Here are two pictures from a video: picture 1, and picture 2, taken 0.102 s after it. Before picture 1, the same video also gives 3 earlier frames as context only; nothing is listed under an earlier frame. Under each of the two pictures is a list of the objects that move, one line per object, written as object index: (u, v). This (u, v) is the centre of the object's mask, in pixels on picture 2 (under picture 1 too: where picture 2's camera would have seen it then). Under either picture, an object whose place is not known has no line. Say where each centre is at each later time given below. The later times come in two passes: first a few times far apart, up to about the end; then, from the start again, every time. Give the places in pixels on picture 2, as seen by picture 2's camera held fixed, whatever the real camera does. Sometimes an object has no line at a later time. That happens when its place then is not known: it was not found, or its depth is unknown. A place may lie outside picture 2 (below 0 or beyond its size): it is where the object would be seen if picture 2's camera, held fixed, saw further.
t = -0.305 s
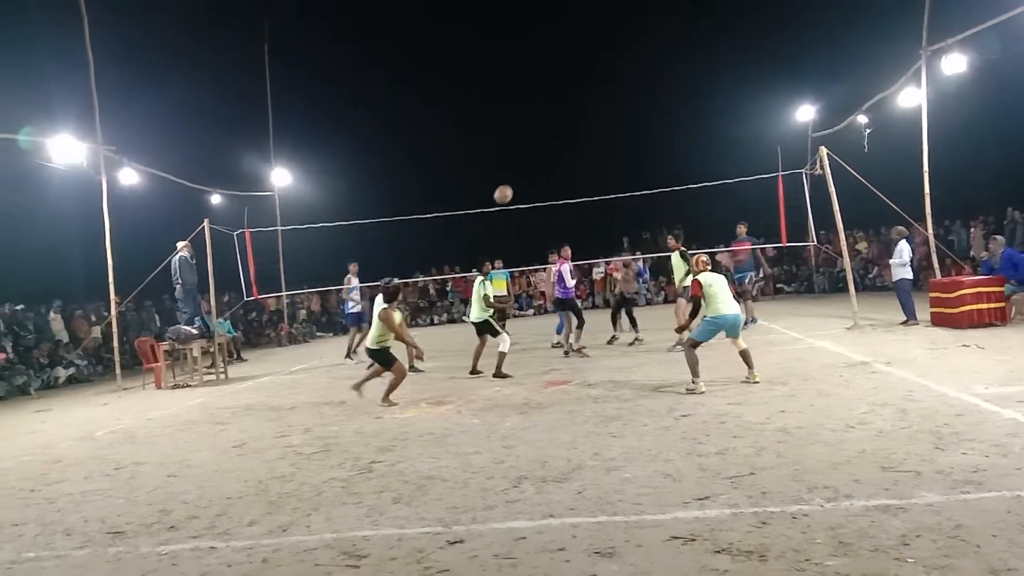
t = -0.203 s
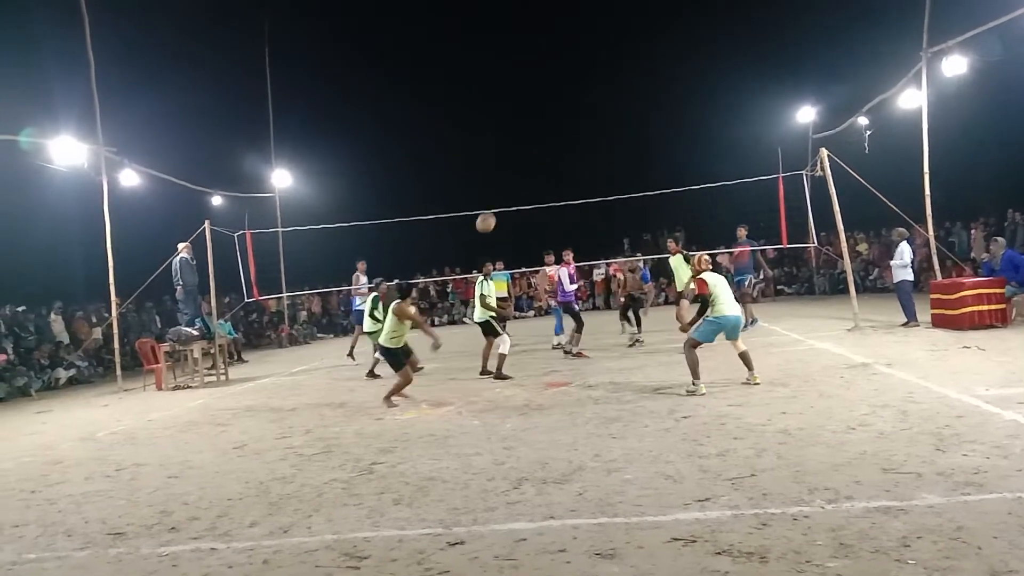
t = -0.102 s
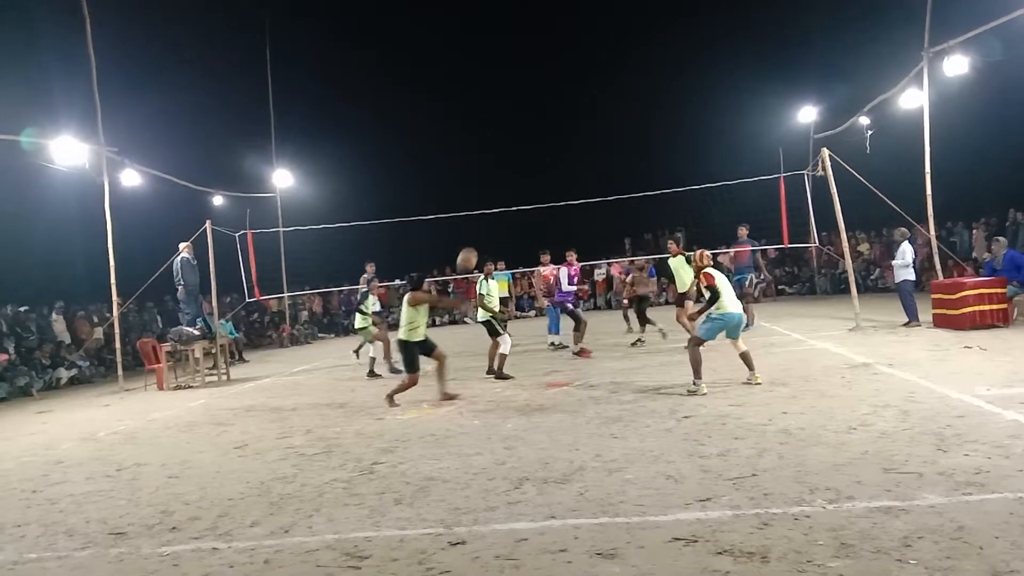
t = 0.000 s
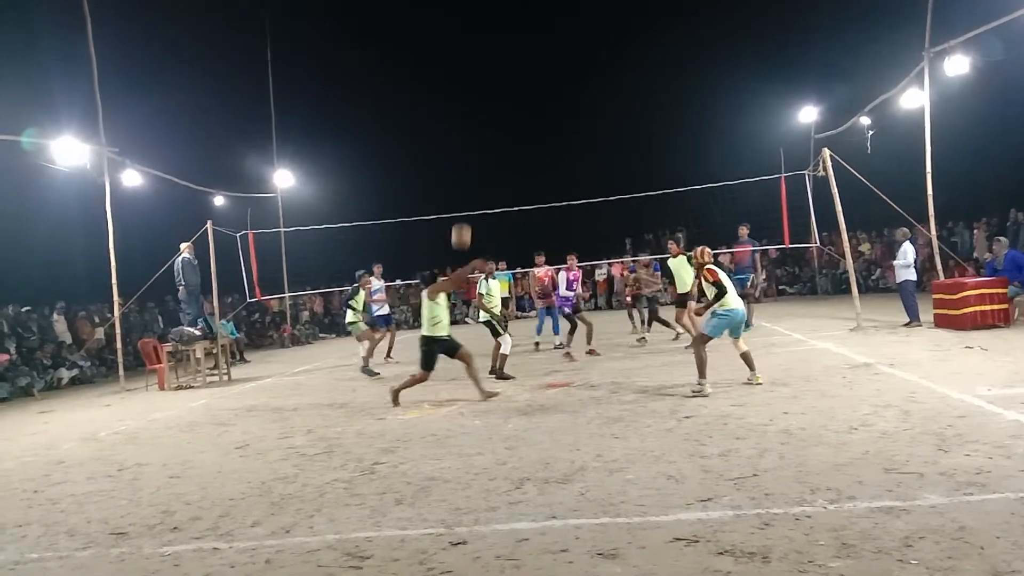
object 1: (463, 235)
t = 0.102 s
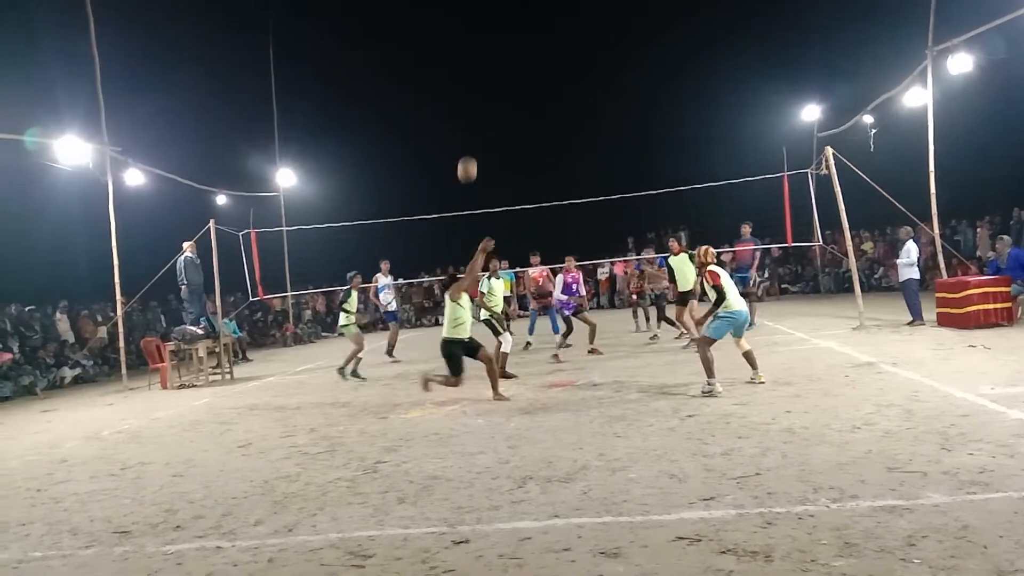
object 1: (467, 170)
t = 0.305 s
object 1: (474, 68)
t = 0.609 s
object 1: (487, -13)
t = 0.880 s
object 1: (504, -19)
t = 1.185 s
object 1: (530, 44)
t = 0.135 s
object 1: (468, 149)
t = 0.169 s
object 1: (469, 131)
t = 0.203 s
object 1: (470, 113)
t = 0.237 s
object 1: (471, 97)
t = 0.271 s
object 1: (472, 82)
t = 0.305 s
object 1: (474, 68)
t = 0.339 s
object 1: (475, 55)
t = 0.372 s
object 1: (477, 43)
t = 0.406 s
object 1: (478, 32)
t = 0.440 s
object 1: (480, 21)
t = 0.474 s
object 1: (482, 12)
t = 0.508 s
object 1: (483, 3)
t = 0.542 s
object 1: (484, -3)
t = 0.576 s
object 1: (486, -9)
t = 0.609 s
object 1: (487, -13)
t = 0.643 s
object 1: (489, -16)
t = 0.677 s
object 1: (491, -19)
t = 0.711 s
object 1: (493, -21)
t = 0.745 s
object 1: (495, -23)
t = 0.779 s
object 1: (498, -24)
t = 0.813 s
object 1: (500, -23)
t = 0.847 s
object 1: (502, -21)
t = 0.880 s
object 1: (504, -19)
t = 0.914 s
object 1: (507, -15)
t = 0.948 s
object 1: (509, -10)
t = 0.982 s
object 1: (512, -4)
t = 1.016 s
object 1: (515, 2)
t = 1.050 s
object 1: (519, 9)
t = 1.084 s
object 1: (521, 16)
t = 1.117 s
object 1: (524, 25)
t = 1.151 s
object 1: (527, 34)
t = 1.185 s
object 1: (530, 44)
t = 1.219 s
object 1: (533, 54)
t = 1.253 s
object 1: (536, 66)
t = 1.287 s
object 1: (539, 78)
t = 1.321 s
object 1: (543, 92)
